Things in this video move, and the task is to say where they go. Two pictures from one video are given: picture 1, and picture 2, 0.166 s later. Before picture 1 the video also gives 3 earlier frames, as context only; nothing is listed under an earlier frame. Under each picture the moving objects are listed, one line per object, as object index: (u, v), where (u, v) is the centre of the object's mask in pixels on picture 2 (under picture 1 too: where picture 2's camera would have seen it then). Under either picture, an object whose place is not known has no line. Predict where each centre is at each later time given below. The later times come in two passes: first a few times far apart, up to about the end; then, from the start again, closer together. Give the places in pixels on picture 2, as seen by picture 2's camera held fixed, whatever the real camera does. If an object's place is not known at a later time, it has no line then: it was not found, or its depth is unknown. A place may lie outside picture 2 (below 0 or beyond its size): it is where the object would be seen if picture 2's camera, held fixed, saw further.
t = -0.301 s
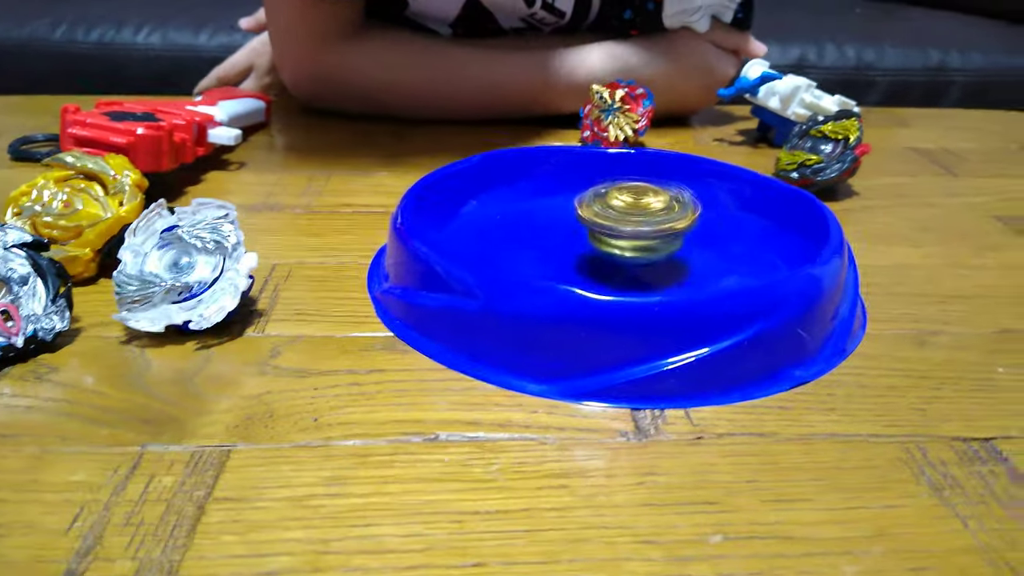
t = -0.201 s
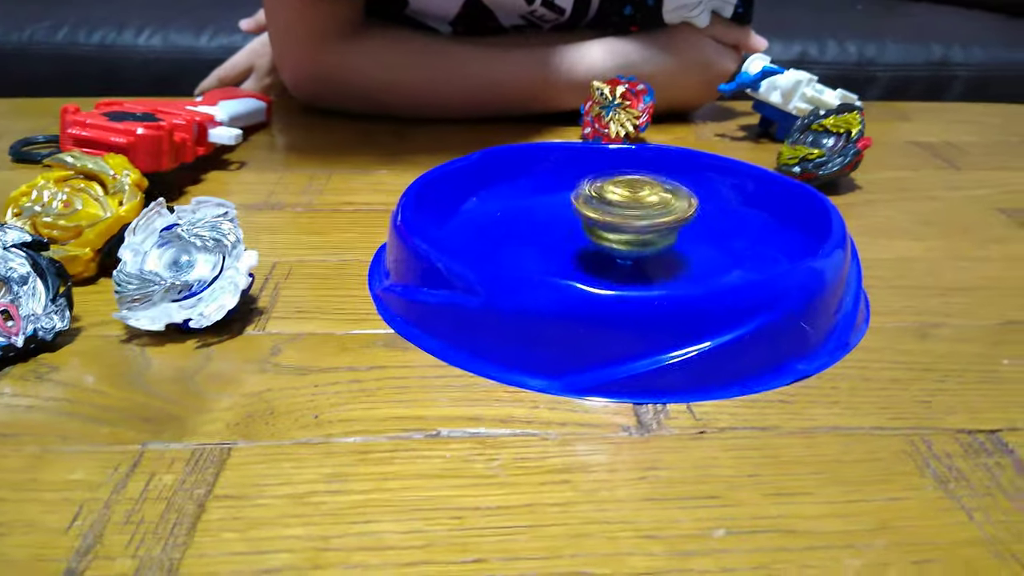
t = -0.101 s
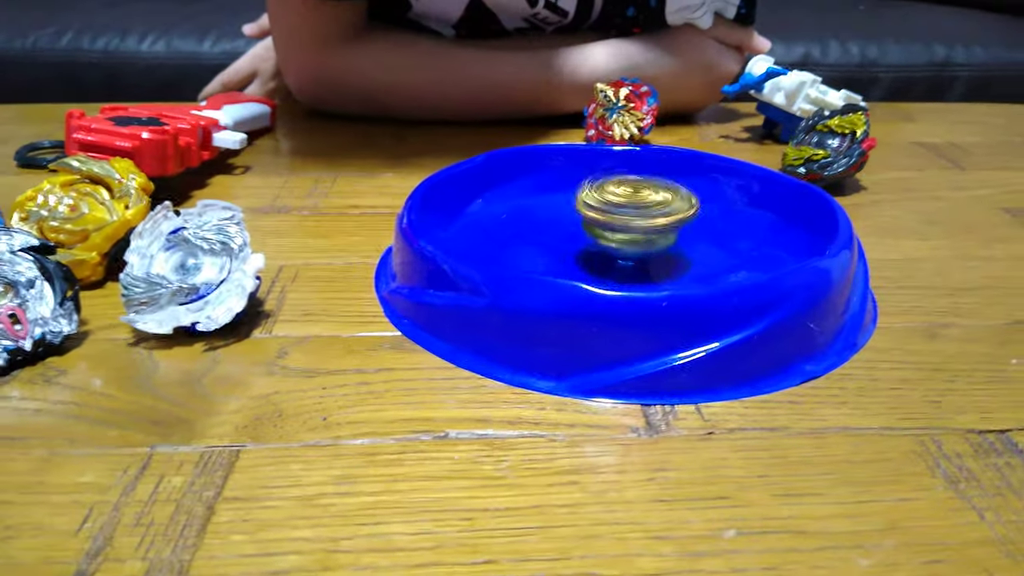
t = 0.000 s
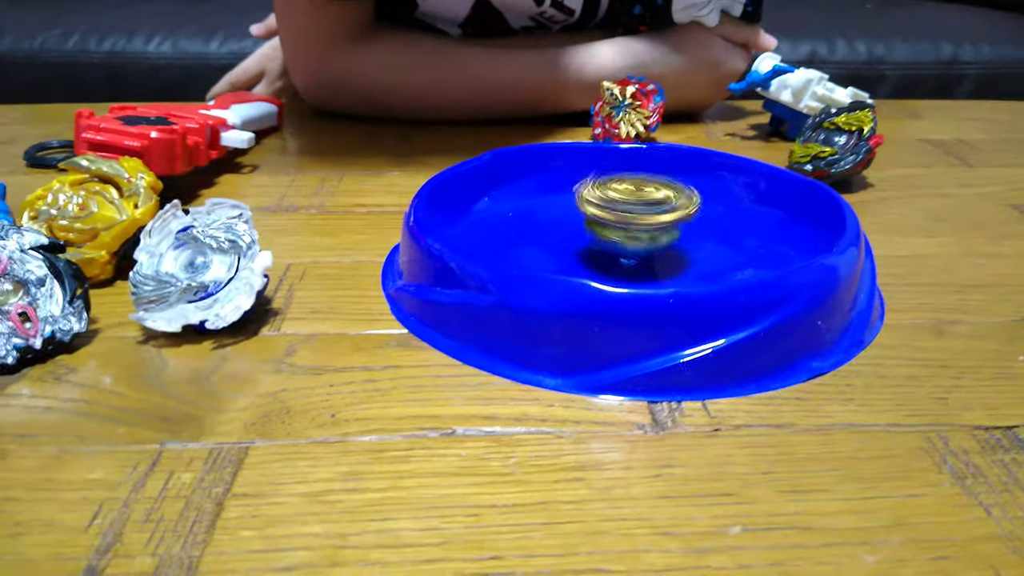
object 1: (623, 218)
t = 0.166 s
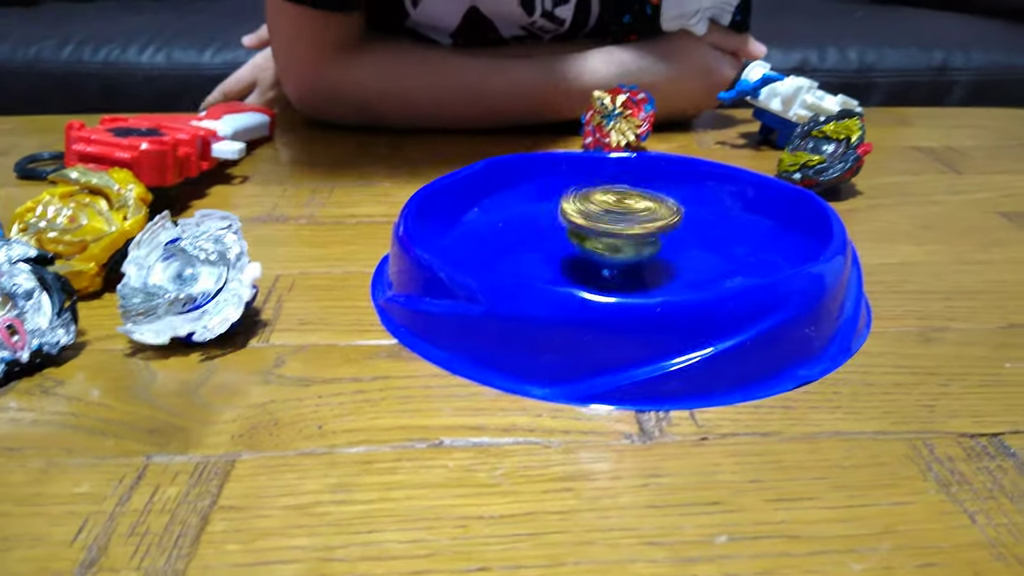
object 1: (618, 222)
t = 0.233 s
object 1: (615, 222)
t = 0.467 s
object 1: (610, 228)
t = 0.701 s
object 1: (609, 234)
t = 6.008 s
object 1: (622, 231)
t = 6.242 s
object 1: (622, 226)
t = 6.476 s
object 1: (619, 227)
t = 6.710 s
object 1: (616, 229)
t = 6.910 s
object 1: (622, 230)
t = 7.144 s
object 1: (627, 231)
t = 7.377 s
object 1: (626, 229)
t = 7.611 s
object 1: (618, 229)
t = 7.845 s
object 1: (615, 231)
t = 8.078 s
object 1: (619, 232)
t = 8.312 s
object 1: (623, 230)
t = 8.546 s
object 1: (622, 229)
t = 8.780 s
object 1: (623, 229)
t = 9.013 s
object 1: (627, 229)
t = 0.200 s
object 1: (615, 223)
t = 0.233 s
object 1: (615, 222)
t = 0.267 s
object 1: (614, 222)
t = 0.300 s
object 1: (613, 224)
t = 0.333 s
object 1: (614, 226)
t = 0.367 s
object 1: (612, 226)
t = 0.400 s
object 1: (611, 227)
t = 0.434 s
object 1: (611, 229)
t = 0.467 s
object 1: (610, 228)
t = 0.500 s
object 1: (610, 230)
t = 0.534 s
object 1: (610, 229)
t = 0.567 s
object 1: (607, 230)
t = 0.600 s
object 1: (608, 232)
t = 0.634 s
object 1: (608, 232)
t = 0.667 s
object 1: (607, 233)
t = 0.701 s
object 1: (609, 234)
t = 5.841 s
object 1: (621, 231)
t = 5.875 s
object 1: (621, 231)
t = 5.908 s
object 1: (620, 231)
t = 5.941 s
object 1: (624, 232)
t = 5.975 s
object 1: (624, 231)
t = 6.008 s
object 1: (622, 231)
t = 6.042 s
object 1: (624, 230)
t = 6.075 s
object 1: (626, 228)
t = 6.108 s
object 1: (624, 228)
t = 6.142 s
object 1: (622, 230)
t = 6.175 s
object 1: (626, 229)
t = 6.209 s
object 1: (625, 226)
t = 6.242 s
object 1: (622, 226)
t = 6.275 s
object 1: (623, 226)
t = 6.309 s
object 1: (624, 226)
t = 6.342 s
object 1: (622, 226)
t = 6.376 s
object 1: (619, 227)
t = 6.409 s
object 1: (622, 227)
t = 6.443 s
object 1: (622, 226)
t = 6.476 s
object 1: (619, 227)
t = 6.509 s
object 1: (618, 227)
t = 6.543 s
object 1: (619, 228)
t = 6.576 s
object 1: (618, 228)
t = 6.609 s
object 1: (614, 228)
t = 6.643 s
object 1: (617, 229)
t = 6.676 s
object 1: (617, 229)
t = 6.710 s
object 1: (616, 229)
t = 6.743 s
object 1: (614, 230)
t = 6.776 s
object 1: (619, 231)
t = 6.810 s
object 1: (617, 229)
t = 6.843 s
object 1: (615, 231)
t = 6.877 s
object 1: (619, 231)
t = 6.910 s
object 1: (622, 230)
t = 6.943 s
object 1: (623, 230)
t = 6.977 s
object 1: (620, 231)
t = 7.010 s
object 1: (624, 231)
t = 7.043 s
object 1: (624, 230)
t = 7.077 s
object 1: (621, 230)
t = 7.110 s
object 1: (623, 230)
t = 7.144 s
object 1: (627, 231)
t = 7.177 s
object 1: (625, 229)
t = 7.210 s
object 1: (623, 230)
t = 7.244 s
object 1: (627, 230)
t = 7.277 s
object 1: (627, 230)
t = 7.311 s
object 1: (625, 228)
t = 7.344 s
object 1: (623, 229)
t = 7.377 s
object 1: (626, 229)
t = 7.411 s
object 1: (625, 229)
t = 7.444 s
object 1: (619, 226)
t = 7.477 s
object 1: (620, 228)
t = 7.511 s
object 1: (622, 229)
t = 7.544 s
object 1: (619, 227)
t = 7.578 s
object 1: (615, 229)
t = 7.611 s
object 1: (618, 229)
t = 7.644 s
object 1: (617, 229)
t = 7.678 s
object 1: (615, 228)
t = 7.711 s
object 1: (614, 230)
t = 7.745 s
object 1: (617, 230)
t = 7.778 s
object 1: (616, 231)
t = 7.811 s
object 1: (613, 231)
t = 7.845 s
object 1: (615, 231)
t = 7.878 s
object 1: (618, 232)
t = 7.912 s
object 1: (617, 232)
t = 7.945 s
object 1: (614, 232)
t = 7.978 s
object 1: (619, 232)
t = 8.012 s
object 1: (621, 232)
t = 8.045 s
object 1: (619, 231)
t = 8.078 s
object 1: (619, 232)
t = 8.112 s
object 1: (624, 232)
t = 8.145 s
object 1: (625, 231)
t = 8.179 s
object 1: (625, 230)
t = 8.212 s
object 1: (623, 231)
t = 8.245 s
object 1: (627, 231)
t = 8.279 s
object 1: (625, 229)
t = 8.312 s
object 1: (623, 230)
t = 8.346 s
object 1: (624, 230)
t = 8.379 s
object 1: (627, 230)
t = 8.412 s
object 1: (625, 229)
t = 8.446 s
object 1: (620, 229)
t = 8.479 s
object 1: (623, 230)
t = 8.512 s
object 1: (624, 230)
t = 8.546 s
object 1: (622, 229)
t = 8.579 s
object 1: (618, 230)
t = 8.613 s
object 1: (622, 230)
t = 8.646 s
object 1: (622, 229)
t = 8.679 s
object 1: (621, 230)
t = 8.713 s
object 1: (618, 229)
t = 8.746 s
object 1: (622, 229)
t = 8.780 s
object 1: (623, 229)
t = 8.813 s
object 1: (623, 229)
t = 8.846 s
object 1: (621, 229)
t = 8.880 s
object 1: (625, 229)
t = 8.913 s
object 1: (625, 229)
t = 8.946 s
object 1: (624, 229)
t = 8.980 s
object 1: (624, 229)
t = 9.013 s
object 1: (627, 229)
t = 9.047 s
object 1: (626, 228)
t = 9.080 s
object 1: (623, 229)
